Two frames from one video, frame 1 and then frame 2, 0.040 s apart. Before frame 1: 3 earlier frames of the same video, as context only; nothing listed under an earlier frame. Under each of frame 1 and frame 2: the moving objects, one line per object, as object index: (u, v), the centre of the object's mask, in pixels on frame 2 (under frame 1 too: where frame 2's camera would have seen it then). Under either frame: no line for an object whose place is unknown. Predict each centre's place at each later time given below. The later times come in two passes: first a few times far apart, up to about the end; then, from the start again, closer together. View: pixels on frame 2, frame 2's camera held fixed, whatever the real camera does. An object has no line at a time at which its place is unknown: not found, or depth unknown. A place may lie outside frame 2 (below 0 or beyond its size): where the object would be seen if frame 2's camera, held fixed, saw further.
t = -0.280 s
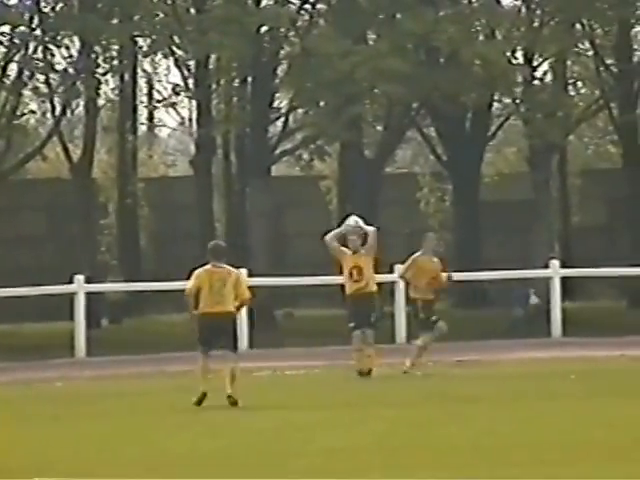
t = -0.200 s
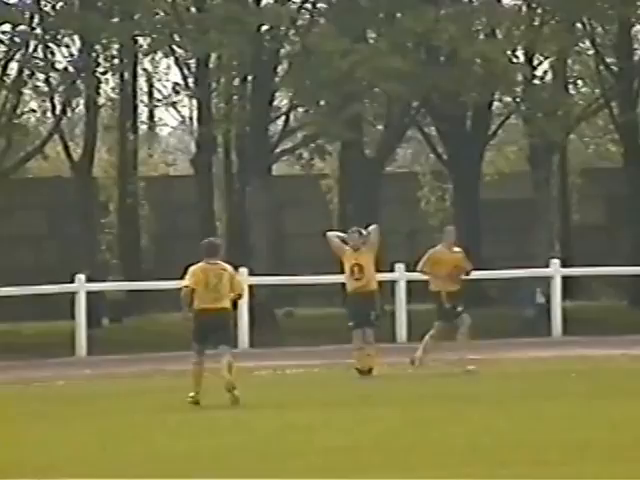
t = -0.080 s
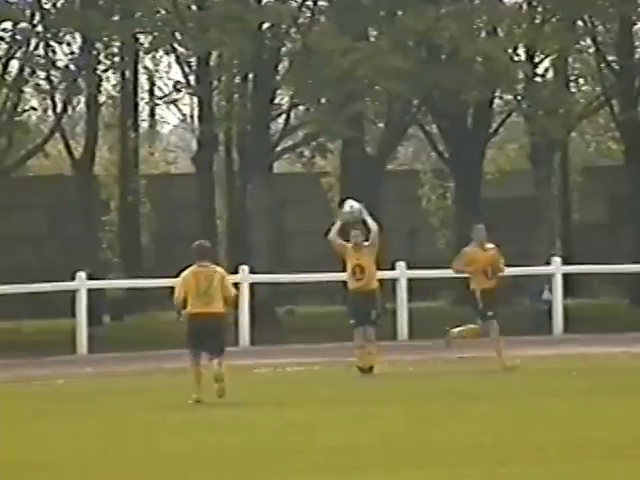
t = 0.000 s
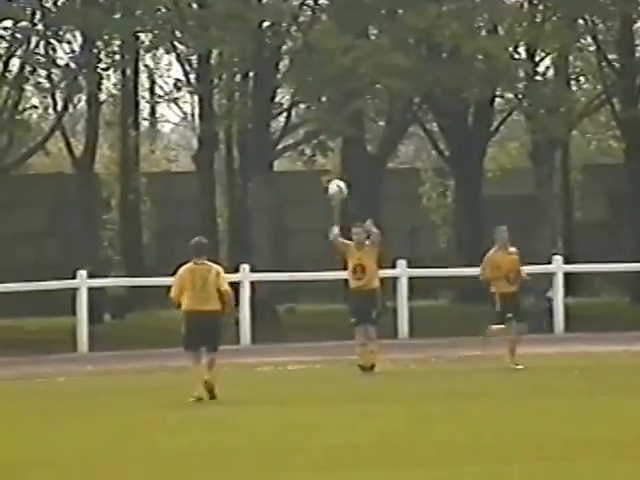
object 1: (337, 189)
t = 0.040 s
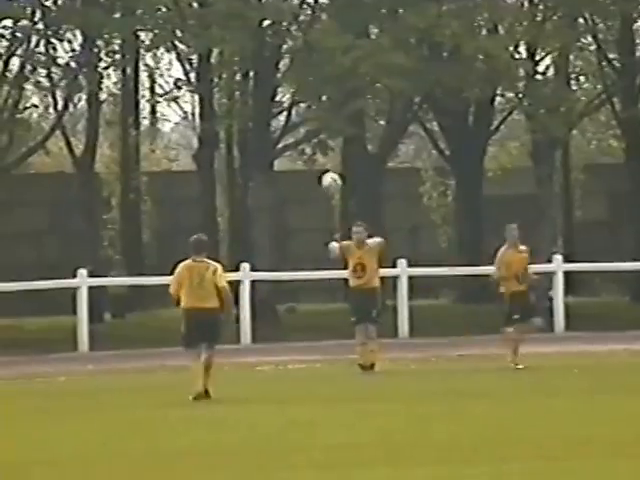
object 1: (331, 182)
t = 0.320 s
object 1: (284, 177)
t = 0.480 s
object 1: (260, 205)
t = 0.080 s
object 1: (325, 178)
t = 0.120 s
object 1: (316, 174)
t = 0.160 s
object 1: (309, 172)
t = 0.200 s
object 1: (303, 171)
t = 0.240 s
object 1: (297, 172)
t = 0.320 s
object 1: (284, 177)
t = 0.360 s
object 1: (279, 182)
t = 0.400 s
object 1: (273, 188)
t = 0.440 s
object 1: (267, 196)
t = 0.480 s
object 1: (260, 205)
